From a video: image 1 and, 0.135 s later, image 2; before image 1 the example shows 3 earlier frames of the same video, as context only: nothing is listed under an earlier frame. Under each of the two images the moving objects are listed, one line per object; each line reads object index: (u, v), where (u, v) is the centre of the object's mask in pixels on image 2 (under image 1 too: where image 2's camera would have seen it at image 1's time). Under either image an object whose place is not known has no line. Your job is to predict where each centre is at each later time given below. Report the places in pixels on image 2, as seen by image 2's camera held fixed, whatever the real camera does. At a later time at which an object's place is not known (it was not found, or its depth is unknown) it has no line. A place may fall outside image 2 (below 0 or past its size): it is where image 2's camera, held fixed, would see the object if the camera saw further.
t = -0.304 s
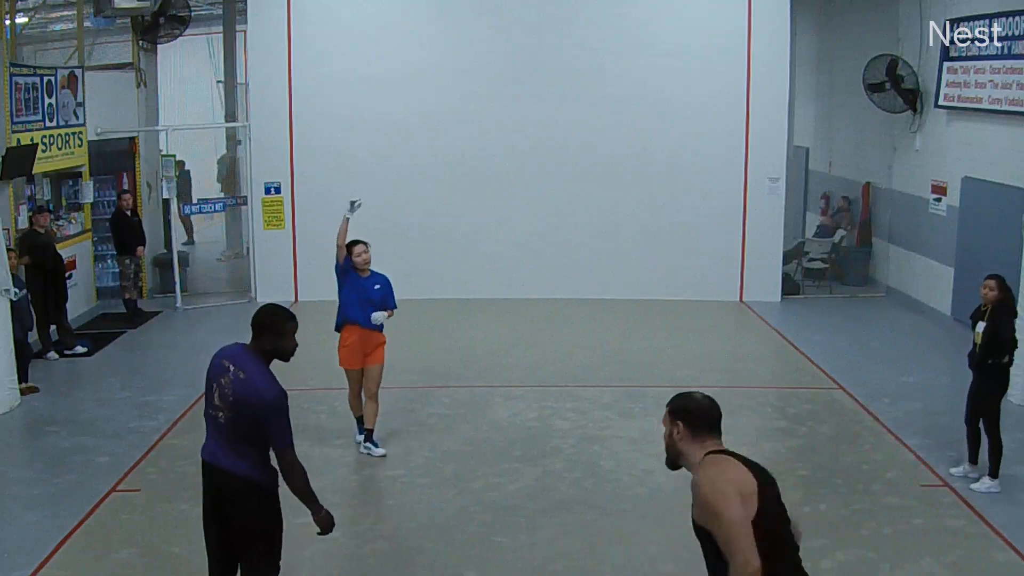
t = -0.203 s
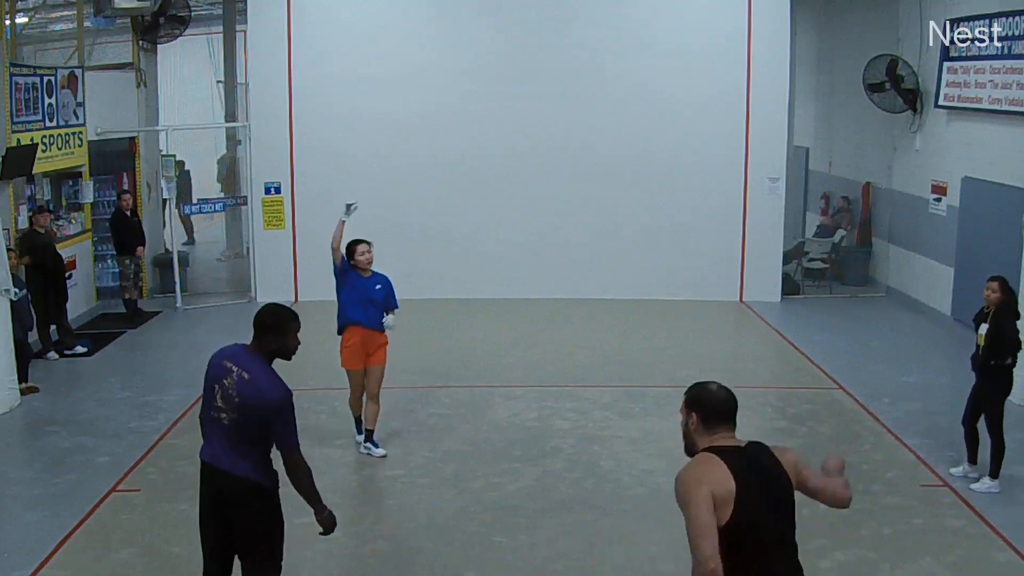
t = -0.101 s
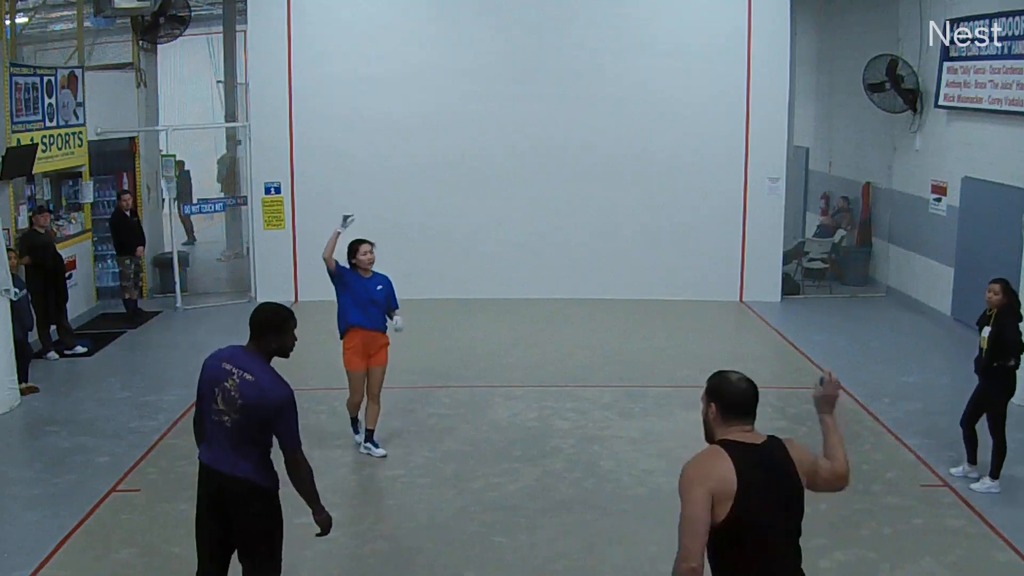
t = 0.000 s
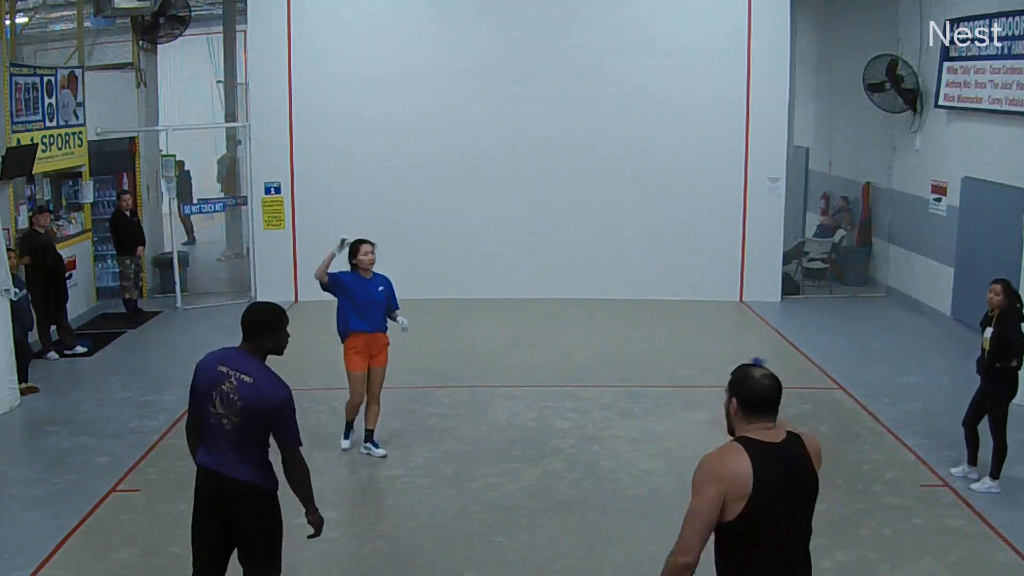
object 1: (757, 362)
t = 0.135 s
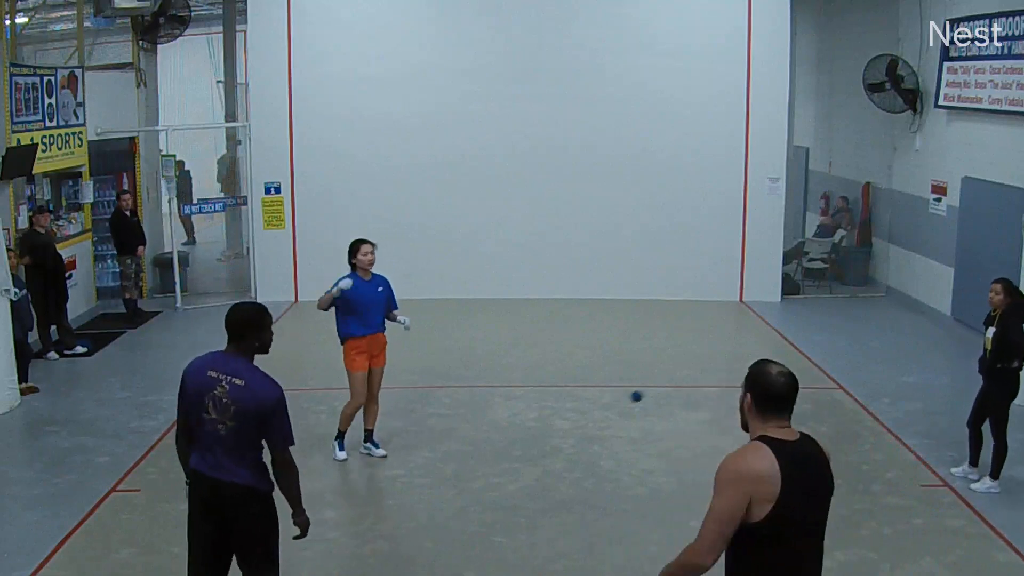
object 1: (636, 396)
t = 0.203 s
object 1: (589, 421)
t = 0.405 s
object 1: (487, 513)
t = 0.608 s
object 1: (442, 378)
